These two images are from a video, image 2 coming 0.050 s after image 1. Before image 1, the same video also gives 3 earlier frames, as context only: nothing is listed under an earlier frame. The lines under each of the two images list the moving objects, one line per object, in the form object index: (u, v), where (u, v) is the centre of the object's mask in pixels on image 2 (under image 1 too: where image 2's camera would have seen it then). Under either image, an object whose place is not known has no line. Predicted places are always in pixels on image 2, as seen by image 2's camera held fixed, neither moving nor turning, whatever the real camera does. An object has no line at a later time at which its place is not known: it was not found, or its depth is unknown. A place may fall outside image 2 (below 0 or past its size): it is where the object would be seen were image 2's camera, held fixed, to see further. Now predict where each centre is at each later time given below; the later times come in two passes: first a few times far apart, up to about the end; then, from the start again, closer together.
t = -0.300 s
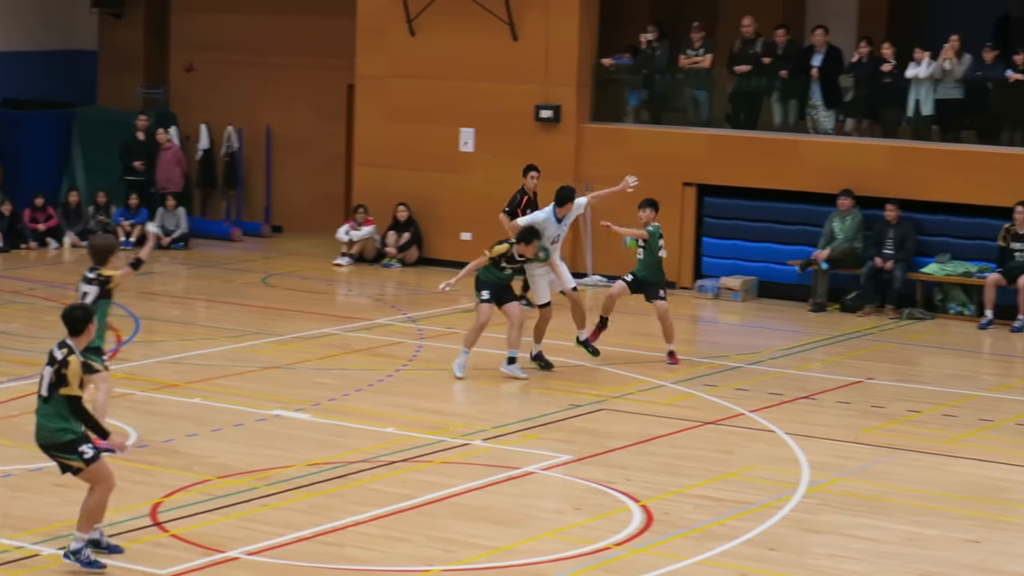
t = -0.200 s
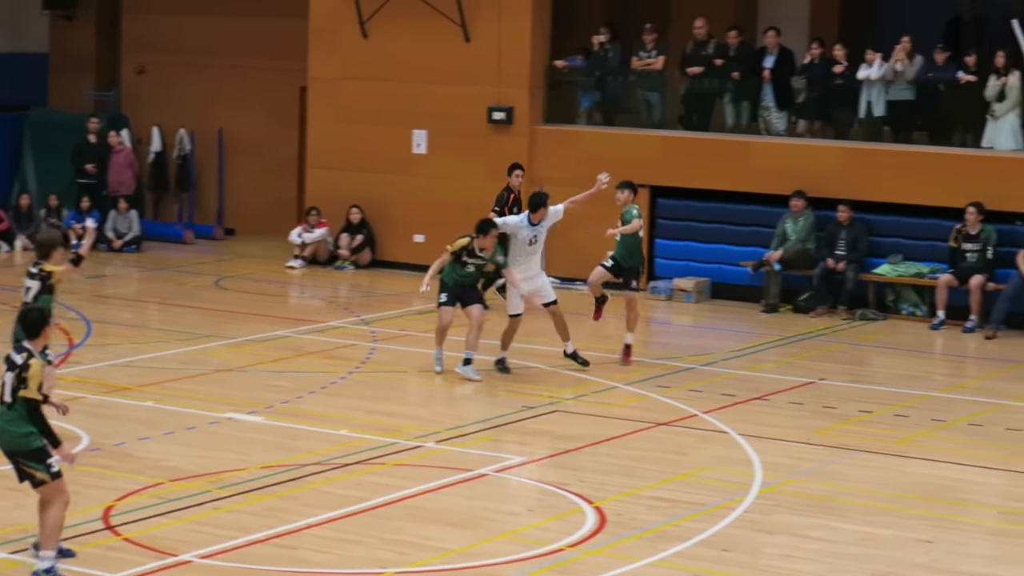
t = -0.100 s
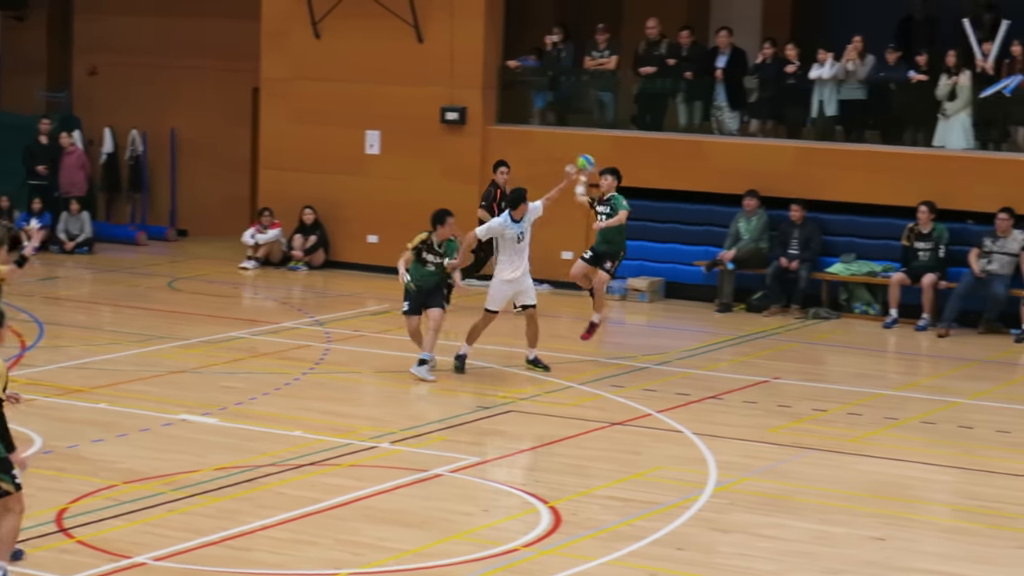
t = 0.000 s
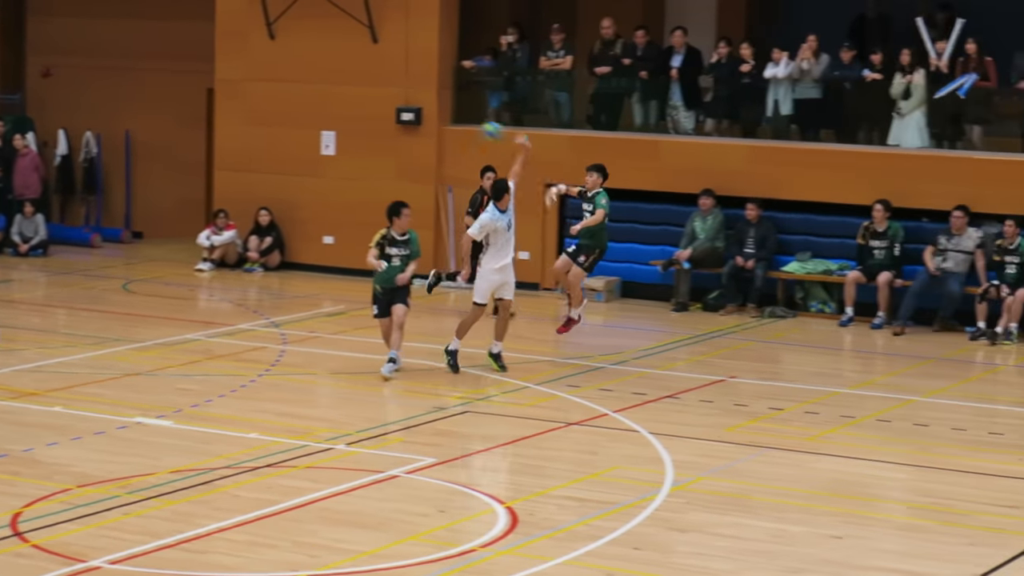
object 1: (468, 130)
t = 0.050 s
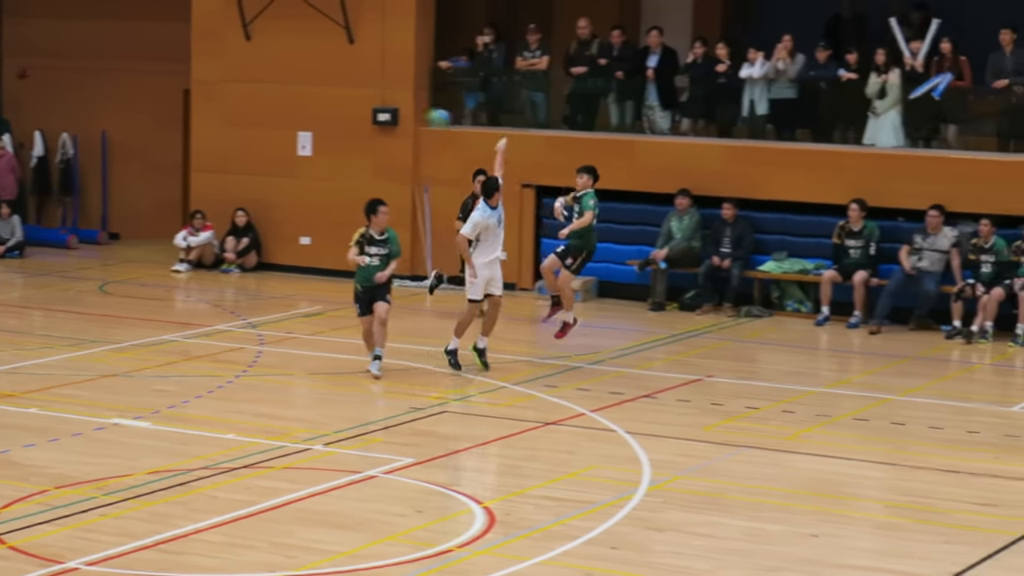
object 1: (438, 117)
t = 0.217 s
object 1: (337, 91)
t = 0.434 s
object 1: (195, 94)
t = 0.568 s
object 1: (100, 119)
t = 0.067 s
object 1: (429, 114)
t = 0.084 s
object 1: (420, 110)
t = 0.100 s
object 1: (409, 106)
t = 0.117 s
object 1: (398, 104)
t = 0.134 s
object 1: (388, 102)
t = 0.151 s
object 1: (379, 99)
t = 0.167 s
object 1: (368, 96)
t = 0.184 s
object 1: (358, 94)
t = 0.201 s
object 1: (347, 93)
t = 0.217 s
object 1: (337, 91)
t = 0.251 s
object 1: (316, 89)
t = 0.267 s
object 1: (305, 88)
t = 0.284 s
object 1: (294, 87)
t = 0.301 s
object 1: (283, 87)
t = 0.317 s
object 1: (273, 87)
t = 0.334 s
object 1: (262, 87)
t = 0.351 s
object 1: (251, 88)
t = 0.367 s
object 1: (240, 89)
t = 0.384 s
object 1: (229, 89)
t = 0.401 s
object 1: (217, 91)
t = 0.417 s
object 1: (206, 91)
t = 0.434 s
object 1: (195, 94)
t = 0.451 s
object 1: (184, 96)
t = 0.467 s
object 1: (172, 98)
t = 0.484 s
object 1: (161, 101)
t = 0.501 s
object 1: (149, 104)
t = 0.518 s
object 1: (137, 107)
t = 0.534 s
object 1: (125, 111)
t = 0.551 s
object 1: (113, 115)
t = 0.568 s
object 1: (100, 119)
